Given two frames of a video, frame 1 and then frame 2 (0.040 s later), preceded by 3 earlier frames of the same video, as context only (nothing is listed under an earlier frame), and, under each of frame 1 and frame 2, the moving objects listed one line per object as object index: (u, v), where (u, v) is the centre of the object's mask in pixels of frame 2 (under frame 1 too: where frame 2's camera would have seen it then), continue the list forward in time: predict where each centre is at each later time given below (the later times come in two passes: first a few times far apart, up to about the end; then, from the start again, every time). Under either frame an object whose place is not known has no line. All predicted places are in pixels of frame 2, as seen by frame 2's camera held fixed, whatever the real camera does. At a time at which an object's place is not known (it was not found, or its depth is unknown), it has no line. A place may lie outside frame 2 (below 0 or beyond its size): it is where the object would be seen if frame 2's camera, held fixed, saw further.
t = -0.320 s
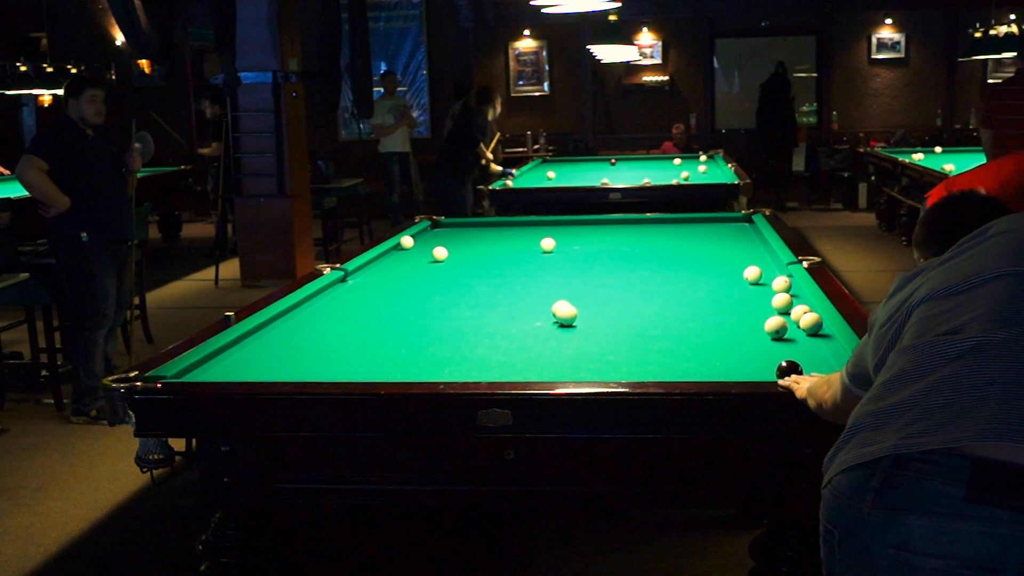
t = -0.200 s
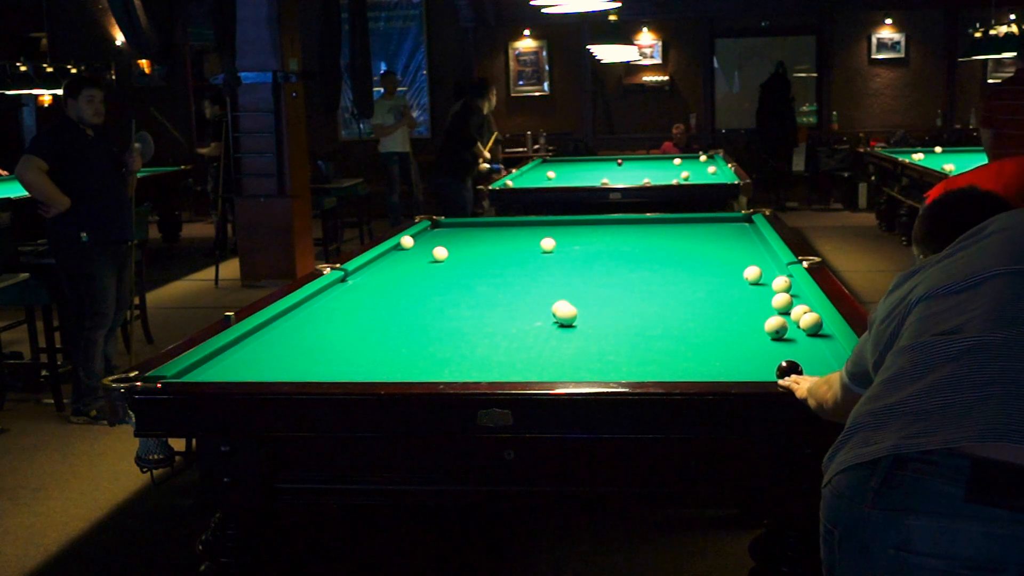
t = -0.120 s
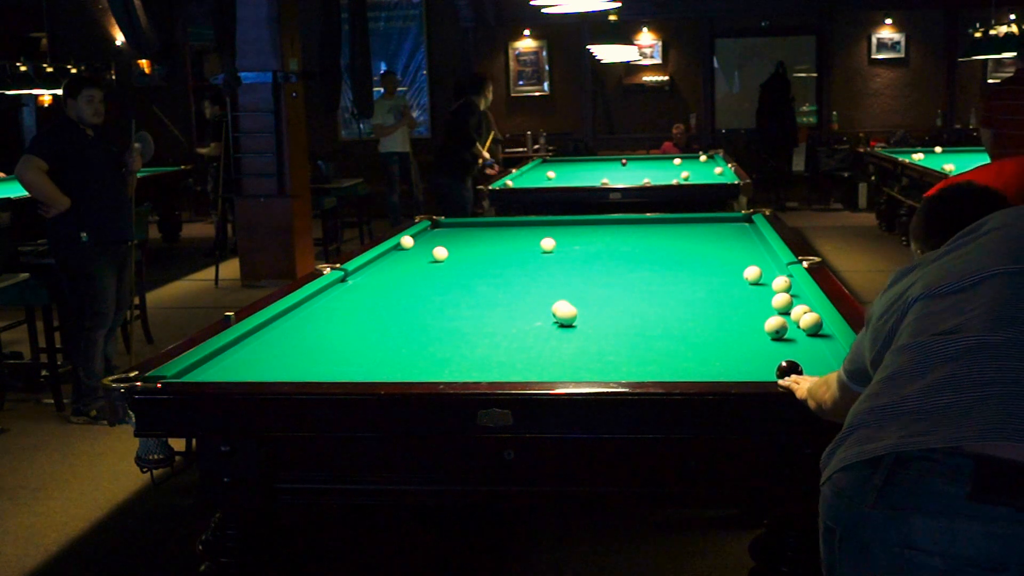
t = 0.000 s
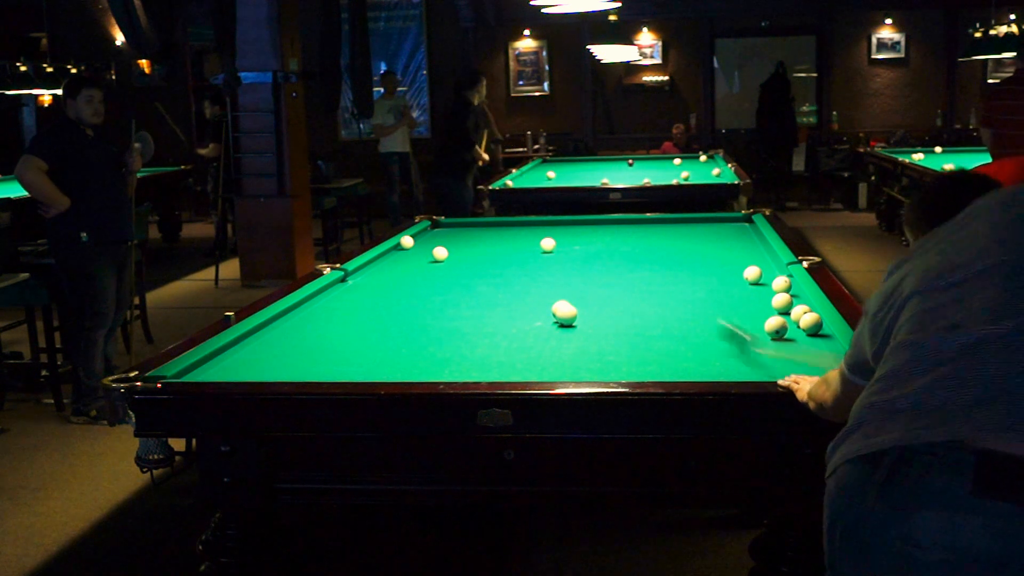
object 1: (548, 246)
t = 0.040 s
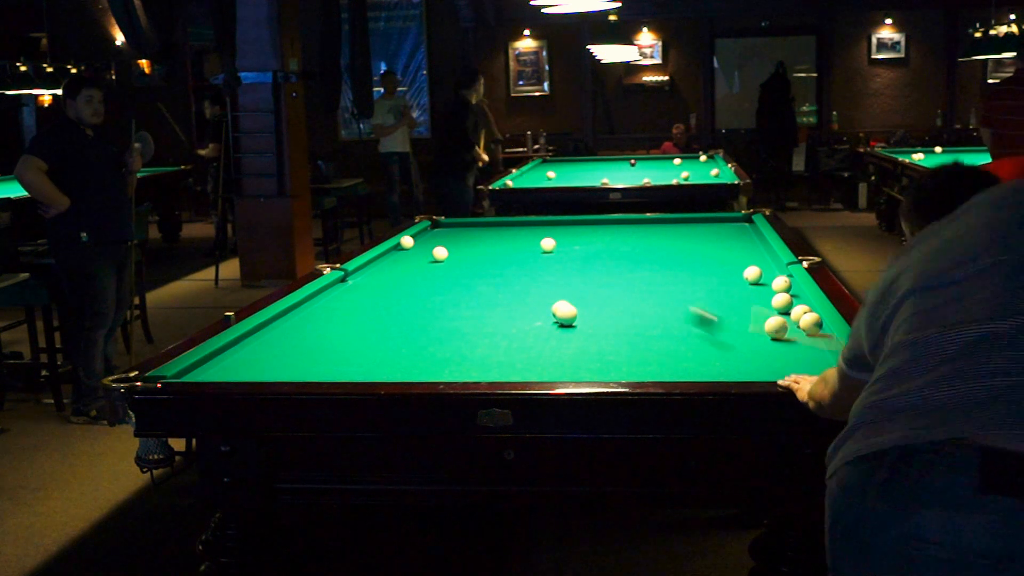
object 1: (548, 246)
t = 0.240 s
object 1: (548, 246)
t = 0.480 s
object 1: (496, 234)
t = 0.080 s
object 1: (548, 246)
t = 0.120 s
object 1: (548, 246)
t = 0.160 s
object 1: (548, 246)
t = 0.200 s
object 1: (548, 246)
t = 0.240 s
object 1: (548, 246)
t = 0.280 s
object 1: (548, 246)
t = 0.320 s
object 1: (548, 246)
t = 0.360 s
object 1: (547, 245)
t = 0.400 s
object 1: (534, 241)
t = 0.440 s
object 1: (514, 238)
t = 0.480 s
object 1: (496, 234)
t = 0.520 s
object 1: (479, 231)
